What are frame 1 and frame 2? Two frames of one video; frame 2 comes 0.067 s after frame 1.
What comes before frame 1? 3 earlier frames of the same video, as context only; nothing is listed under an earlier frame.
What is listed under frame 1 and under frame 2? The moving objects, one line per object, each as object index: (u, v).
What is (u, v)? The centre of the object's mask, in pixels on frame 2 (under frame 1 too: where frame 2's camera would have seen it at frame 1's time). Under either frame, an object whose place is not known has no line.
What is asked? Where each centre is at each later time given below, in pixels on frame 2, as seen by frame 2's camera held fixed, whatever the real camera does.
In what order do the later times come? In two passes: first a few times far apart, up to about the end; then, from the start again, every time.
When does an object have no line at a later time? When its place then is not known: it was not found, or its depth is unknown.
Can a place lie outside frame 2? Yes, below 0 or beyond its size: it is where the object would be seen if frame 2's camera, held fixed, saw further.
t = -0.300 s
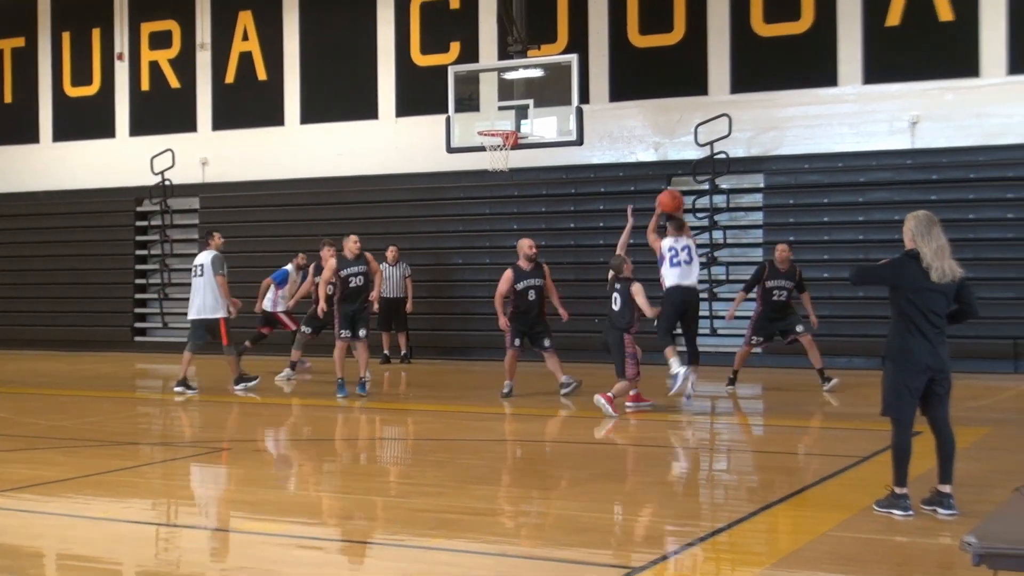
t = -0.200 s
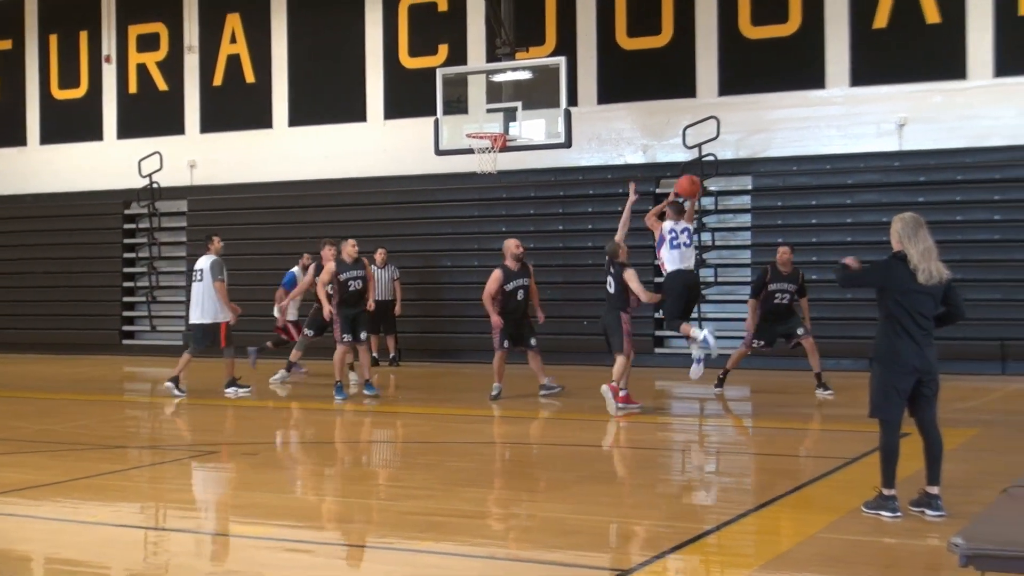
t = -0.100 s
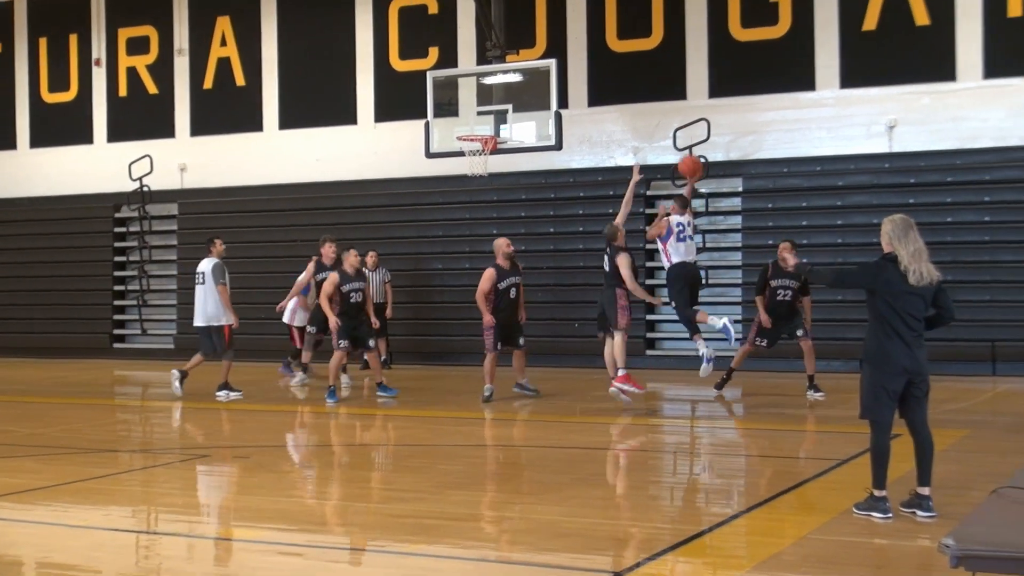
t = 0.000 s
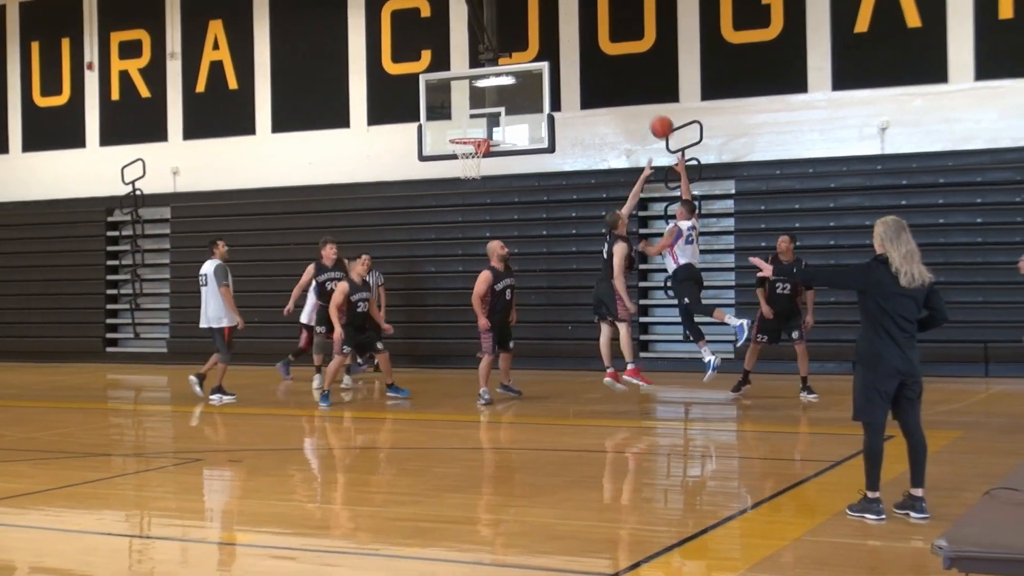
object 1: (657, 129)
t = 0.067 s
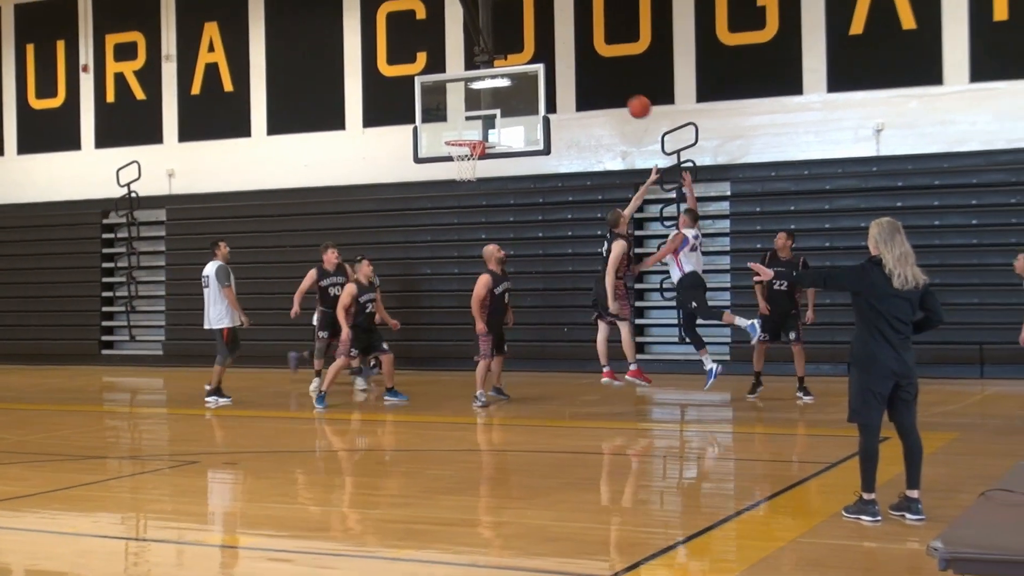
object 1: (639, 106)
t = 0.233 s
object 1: (597, 73)
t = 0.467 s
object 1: (545, 68)
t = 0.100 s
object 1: (630, 97)
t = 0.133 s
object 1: (622, 90)
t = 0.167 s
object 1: (614, 83)
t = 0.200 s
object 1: (605, 77)
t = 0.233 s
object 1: (597, 73)
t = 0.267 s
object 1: (589, 69)
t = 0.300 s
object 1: (582, 67)
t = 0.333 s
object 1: (575, 65)
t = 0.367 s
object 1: (567, 64)
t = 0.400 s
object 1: (559, 65)
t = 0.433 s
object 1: (552, 66)
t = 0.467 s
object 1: (545, 68)
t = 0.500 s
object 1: (538, 72)
